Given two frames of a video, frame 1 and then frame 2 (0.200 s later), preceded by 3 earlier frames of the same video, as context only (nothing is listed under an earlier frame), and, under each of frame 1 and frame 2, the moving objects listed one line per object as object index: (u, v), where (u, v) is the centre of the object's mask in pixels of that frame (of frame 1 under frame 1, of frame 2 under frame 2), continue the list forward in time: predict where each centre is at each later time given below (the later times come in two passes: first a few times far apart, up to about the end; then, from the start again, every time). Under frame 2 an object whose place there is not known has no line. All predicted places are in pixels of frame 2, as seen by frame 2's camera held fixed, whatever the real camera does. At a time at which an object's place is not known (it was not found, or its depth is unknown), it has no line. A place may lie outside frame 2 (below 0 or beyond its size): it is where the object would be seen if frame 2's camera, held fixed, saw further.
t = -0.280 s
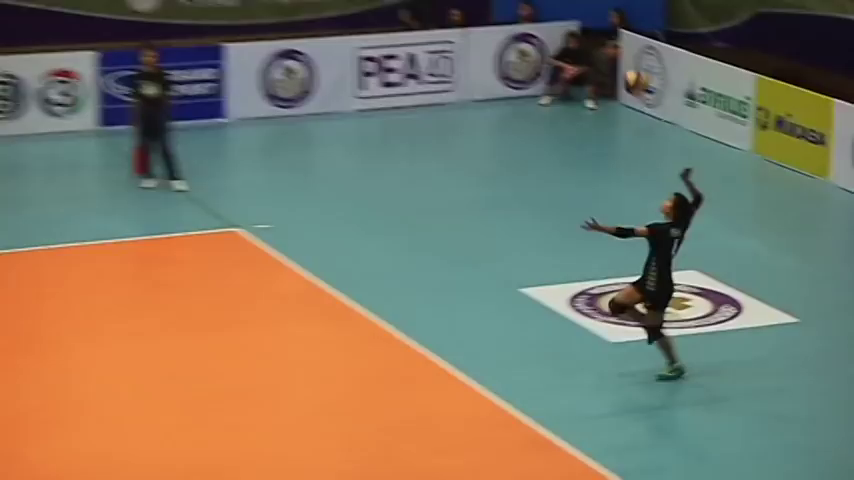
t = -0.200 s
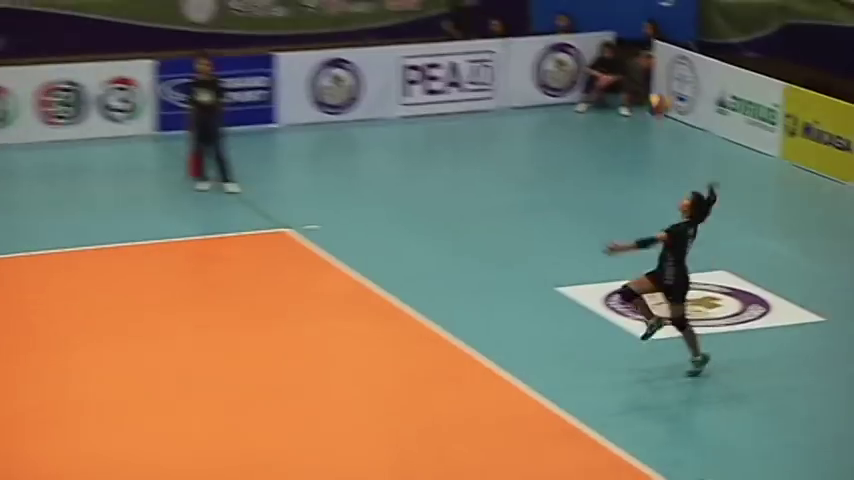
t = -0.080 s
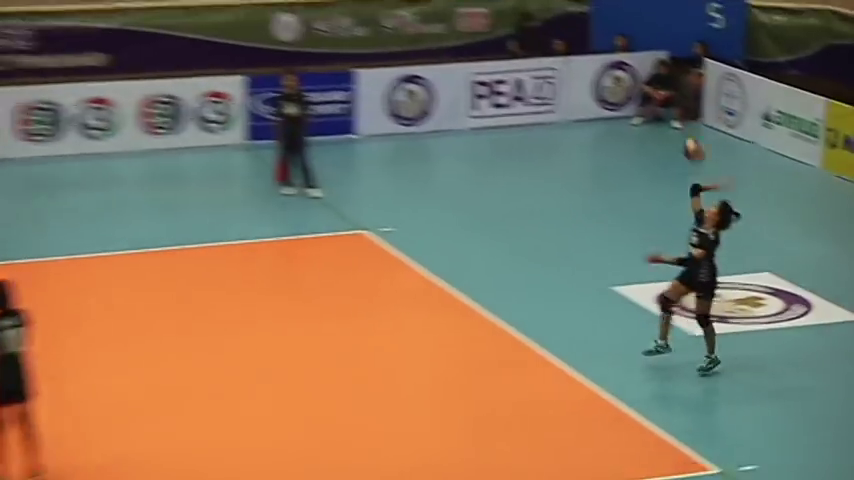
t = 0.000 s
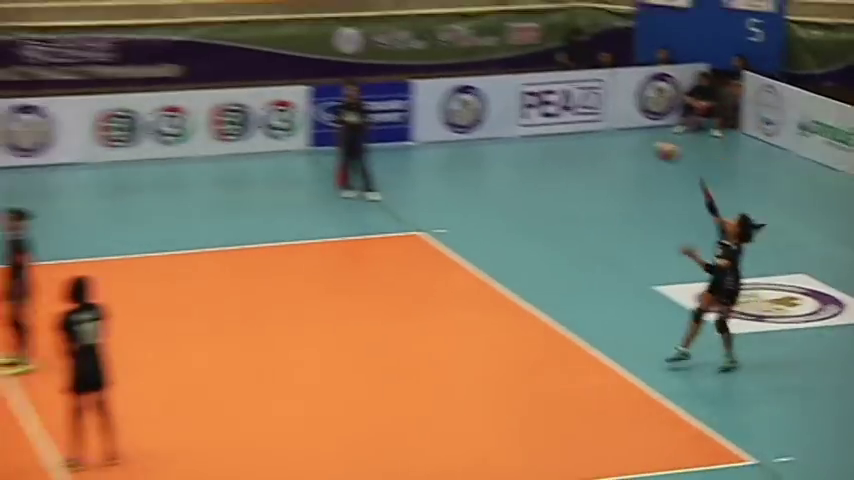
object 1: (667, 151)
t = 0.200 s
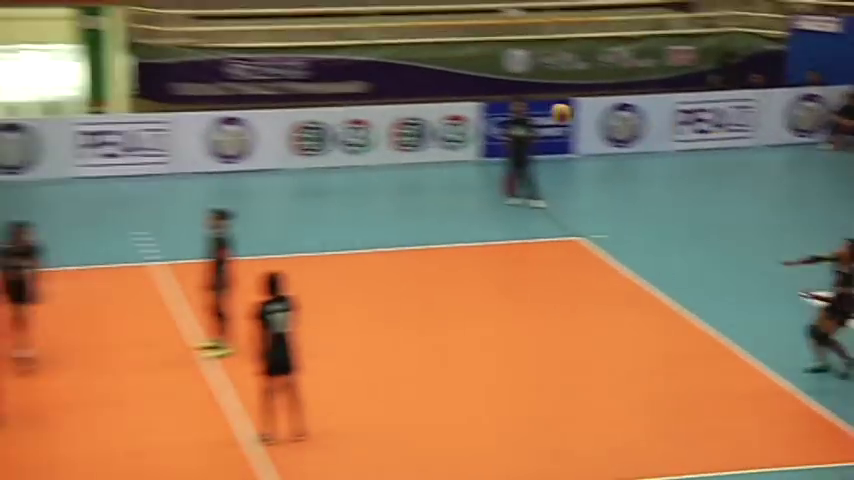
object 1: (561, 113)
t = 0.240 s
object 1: (512, 108)
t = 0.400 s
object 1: (312, 99)
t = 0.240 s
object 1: (512, 108)
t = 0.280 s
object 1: (461, 103)
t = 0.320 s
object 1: (411, 101)
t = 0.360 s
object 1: (361, 99)
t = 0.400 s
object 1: (312, 99)
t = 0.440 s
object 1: (262, 100)
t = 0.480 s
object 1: (211, 103)
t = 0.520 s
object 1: (161, 106)
